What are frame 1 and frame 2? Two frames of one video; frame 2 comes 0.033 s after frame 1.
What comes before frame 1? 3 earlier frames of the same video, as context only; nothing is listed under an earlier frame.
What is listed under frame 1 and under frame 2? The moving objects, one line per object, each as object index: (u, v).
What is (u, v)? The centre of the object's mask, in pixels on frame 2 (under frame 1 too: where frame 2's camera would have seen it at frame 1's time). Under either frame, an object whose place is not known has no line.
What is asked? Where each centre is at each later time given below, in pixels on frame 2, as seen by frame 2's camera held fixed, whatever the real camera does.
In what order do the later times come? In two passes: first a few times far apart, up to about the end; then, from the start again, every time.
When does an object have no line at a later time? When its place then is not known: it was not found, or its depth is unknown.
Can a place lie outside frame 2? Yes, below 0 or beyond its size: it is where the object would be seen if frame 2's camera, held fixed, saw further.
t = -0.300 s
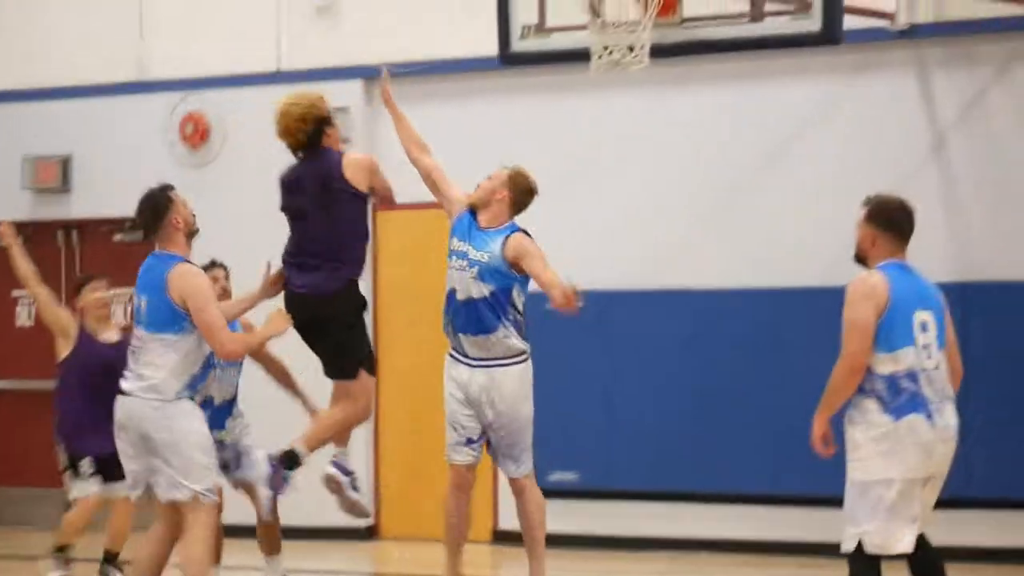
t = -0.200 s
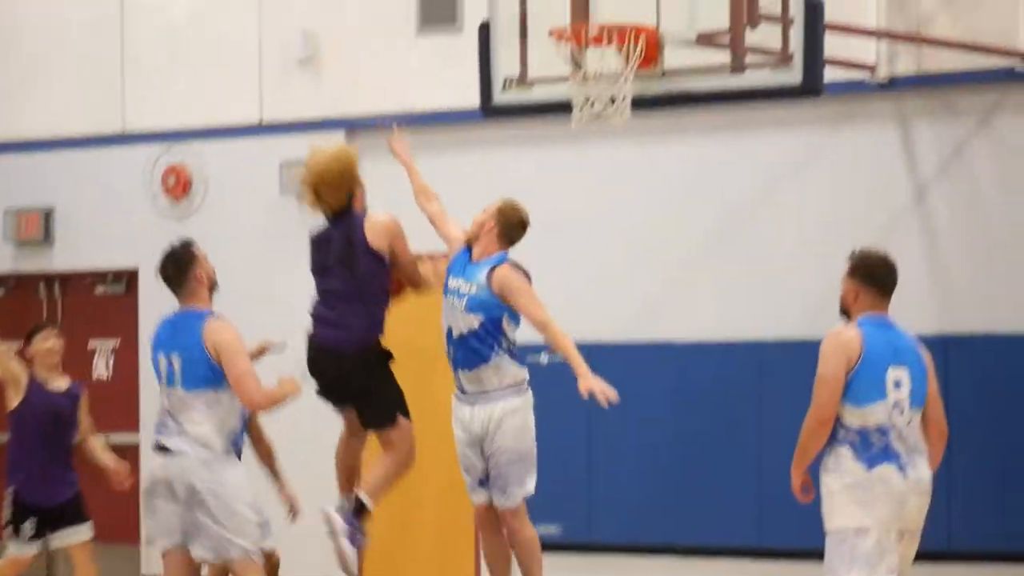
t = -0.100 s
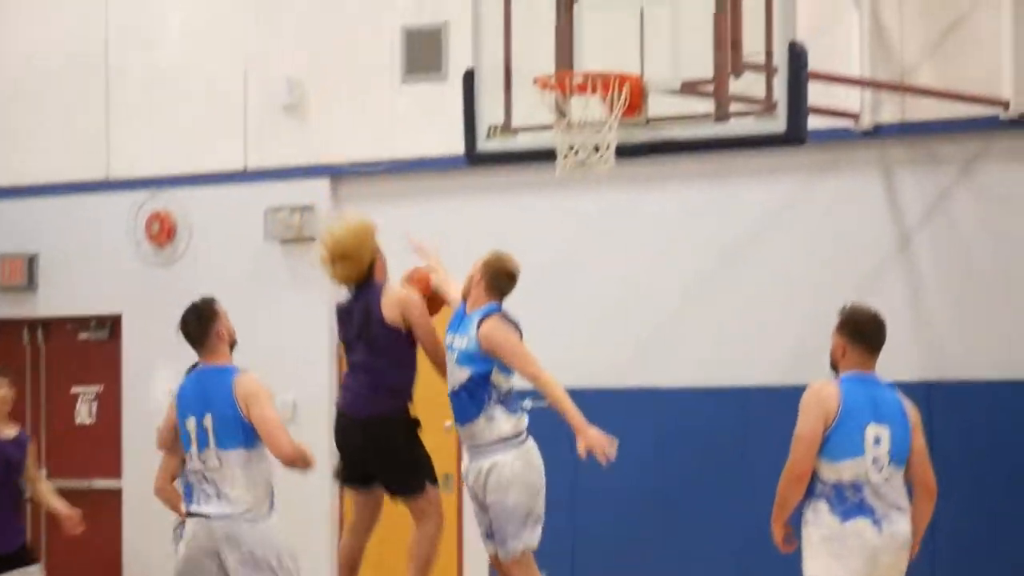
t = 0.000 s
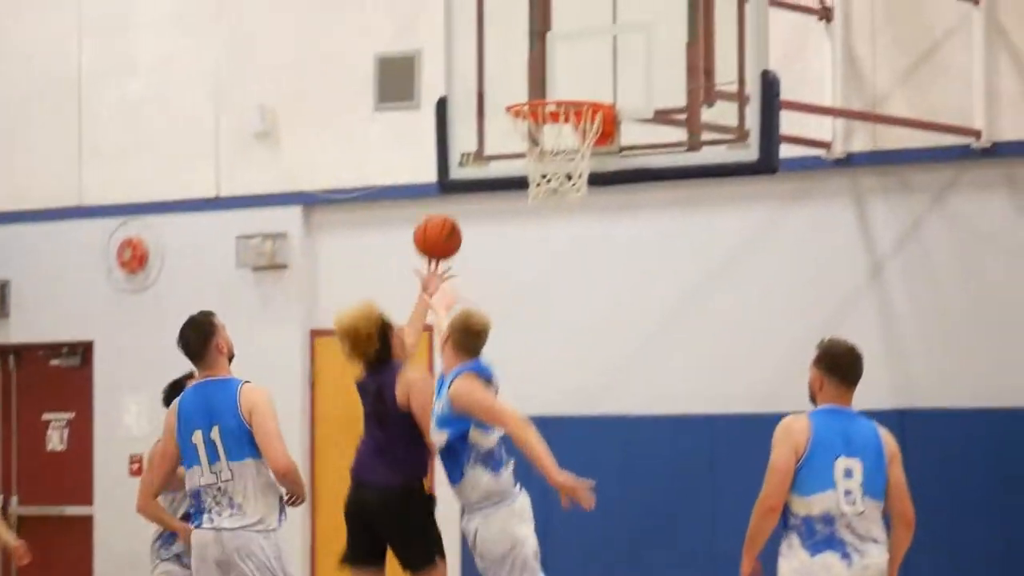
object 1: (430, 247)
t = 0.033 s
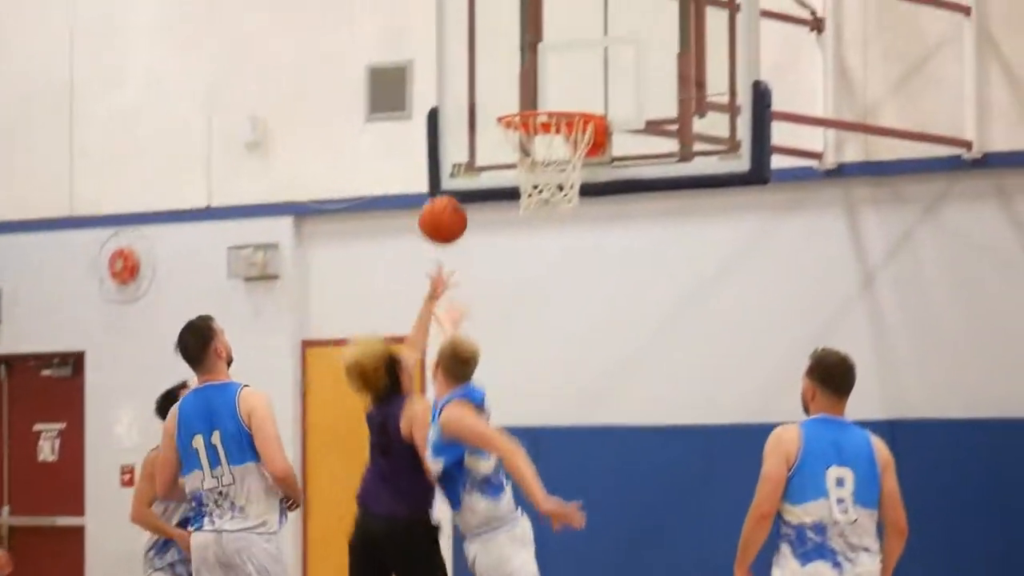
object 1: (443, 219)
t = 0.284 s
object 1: (520, 86)
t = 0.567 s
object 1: (517, 89)
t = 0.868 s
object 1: (556, 140)
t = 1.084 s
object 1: (562, 215)
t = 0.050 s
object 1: (449, 207)
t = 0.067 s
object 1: (456, 195)
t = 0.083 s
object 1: (462, 184)
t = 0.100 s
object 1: (469, 173)
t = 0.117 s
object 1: (476, 161)
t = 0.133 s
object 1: (482, 152)
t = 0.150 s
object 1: (485, 143)
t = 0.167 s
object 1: (489, 133)
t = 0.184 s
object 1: (494, 121)
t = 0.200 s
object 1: (504, 108)
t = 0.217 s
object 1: (514, 101)
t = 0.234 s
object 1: (519, 97)
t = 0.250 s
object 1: (520, 94)
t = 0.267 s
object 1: (520, 91)
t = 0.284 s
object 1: (520, 86)
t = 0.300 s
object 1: (519, 82)
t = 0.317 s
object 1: (519, 78)
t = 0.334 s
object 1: (519, 75)
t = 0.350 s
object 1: (519, 72)
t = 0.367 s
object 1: (519, 70)
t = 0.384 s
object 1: (518, 68)
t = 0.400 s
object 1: (518, 67)
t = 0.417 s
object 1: (518, 67)
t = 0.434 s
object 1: (518, 67)
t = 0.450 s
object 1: (518, 67)
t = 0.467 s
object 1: (518, 68)
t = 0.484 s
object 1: (518, 70)
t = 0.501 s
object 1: (517, 73)
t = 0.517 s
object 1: (517, 76)
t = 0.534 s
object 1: (517, 80)
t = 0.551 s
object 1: (517, 84)
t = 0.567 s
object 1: (517, 89)
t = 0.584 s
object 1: (518, 92)
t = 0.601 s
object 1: (520, 91)
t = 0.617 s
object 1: (522, 90)
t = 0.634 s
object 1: (525, 89)
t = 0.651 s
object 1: (527, 90)
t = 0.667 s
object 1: (530, 90)
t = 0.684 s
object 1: (533, 91)
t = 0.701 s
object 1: (535, 91)
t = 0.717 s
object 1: (537, 93)
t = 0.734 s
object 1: (540, 94)
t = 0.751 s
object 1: (543, 96)
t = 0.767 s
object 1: (545, 99)
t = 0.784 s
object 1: (549, 100)
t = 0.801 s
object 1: (552, 103)
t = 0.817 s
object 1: (553, 114)
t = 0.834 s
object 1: (557, 109)
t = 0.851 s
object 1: (552, 135)
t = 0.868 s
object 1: (556, 140)
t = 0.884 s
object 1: (561, 146)
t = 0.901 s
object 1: (565, 153)
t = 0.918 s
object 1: (567, 160)
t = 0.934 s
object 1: (569, 165)
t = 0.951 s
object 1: (571, 172)
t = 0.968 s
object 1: (572, 178)
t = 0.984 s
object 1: (571, 182)
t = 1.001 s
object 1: (570, 186)
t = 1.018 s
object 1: (570, 190)
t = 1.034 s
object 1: (568, 194)
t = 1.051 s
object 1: (566, 202)
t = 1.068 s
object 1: (563, 212)
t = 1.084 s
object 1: (562, 215)
